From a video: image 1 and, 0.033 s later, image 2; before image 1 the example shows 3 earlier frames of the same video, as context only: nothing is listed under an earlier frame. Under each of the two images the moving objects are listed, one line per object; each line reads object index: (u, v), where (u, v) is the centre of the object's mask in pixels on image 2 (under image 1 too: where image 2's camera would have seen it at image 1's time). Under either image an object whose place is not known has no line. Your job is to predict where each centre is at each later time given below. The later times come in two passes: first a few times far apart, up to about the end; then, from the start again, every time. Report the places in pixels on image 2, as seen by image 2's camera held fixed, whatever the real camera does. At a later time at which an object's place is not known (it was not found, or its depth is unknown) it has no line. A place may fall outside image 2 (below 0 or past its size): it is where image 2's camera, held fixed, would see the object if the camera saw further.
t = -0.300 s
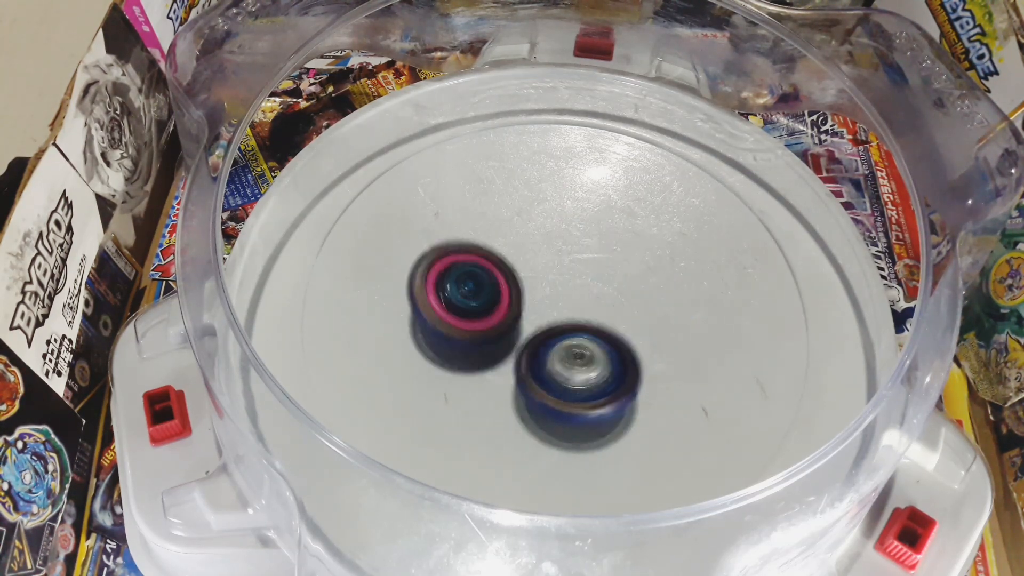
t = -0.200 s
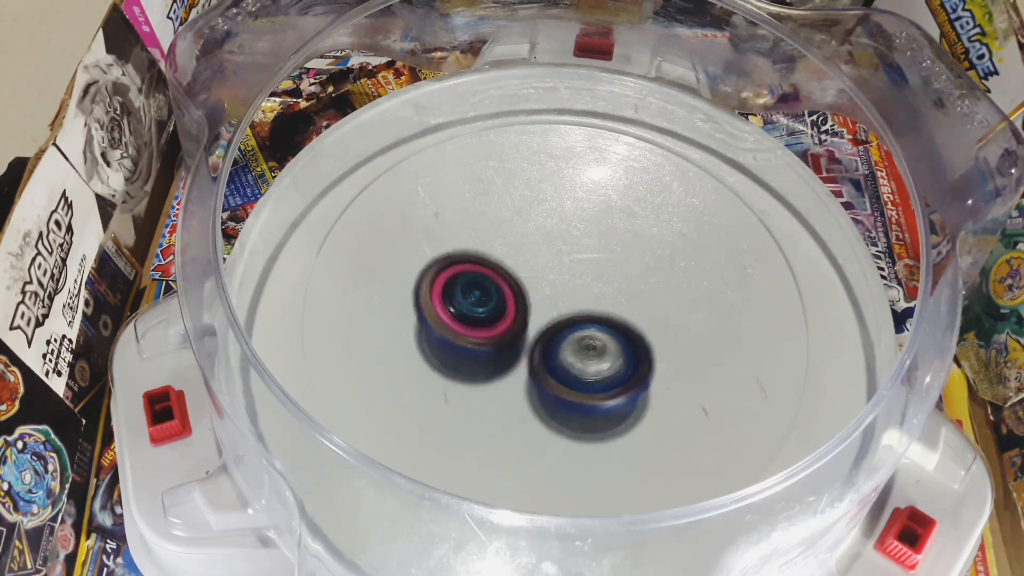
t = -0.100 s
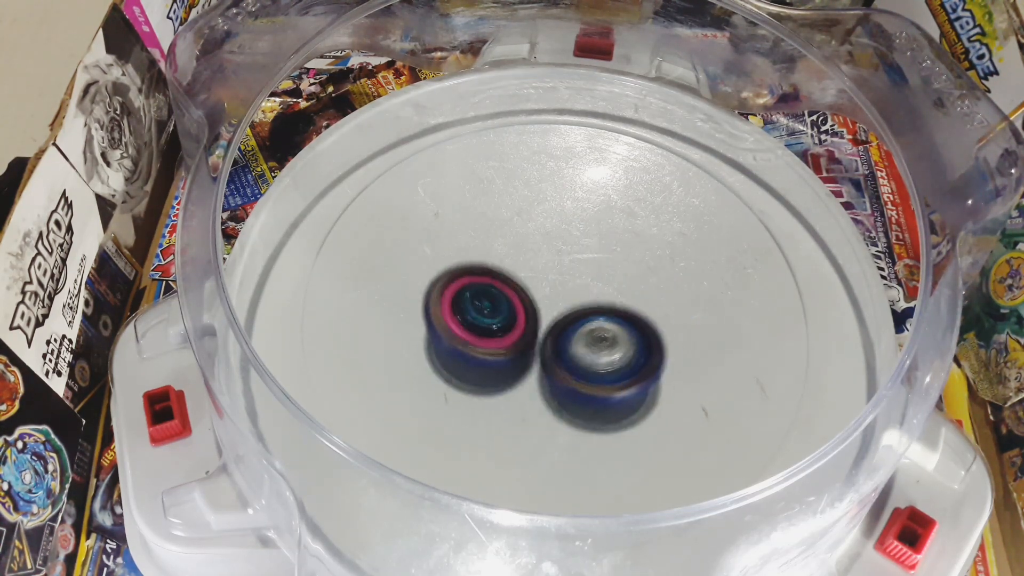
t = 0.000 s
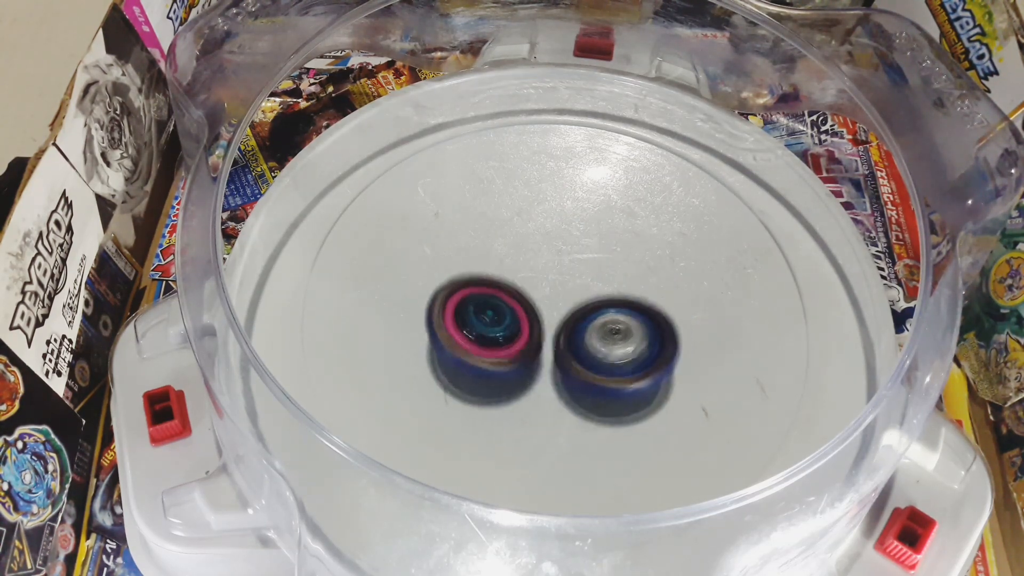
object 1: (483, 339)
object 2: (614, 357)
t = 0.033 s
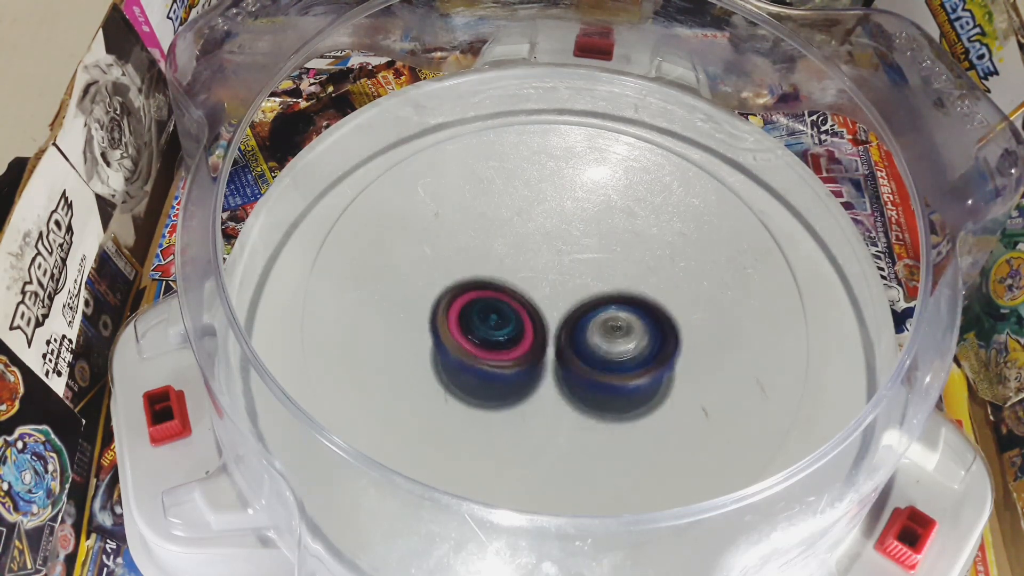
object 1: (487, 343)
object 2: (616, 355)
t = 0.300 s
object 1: (516, 364)
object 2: (631, 319)
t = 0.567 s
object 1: (547, 378)
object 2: (624, 283)
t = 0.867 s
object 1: (577, 382)
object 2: (587, 249)
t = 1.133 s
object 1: (583, 363)
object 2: (546, 245)
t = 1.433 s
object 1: (590, 336)
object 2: (498, 261)
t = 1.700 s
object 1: (599, 324)
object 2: (458, 301)
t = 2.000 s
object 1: (574, 318)
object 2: (461, 365)
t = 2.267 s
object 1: (556, 308)
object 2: (486, 409)
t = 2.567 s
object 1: (530, 307)
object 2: (538, 426)
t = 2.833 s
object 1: (508, 304)
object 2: (595, 397)
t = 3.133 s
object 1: (511, 318)
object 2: (648, 324)
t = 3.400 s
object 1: (531, 330)
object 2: (646, 282)
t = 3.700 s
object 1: (551, 350)
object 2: (612, 251)
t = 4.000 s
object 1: (576, 360)
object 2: (531, 247)
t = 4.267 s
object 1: (583, 344)
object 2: (458, 290)
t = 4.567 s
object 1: (557, 322)
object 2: (433, 348)
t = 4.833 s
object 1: (543, 304)
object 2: (463, 390)
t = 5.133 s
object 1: (524, 289)
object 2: (559, 409)
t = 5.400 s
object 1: (522, 302)
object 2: (652, 370)
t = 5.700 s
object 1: (538, 335)
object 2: (672, 319)
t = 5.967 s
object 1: (551, 365)
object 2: (612, 260)
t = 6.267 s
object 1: (563, 364)
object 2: (513, 241)
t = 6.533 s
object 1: (572, 343)
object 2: (445, 285)
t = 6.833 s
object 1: (582, 311)
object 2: (455, 372)
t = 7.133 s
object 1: (557, 299)
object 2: (563, 424)
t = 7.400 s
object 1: (528, 317)
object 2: (642, 373)
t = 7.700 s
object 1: (514, 351)
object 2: (630, 286)
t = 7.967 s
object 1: (537, 358)
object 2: (554, 249)
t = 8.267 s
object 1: (583, 358)
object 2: (471, 285)
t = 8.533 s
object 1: (598, 332)
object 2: (479, 359)
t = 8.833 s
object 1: (600, 281)
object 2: (557, 414)
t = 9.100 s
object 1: (563, 275)
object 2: (620, 375)
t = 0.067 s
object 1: (490, 347)
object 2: (619, 351)
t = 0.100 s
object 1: (491, 350)
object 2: (625, 346)
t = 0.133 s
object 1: (493, 353)
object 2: (628, 343)
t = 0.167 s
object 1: (497, 356)
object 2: (629, 339)
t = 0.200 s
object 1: (501, 359)
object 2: (629, 334)
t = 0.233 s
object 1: (506, 360)
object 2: (629, 329)
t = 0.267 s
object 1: (511, 362)
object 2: (630, 324)
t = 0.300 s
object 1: (516, 364)
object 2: (631, 319)
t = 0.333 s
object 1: (518, 367)
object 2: (633, 313)
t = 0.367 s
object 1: (522, 369)
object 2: (634, 310)
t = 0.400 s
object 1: (526, 371)
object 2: (633, 307)
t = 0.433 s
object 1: (530, 372)
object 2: (631, 303)
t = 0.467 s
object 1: (535, 373)
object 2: (629, 298)
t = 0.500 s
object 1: (539, 374)
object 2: (626, 293)
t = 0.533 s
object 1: (542, 377)
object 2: (625, 287)
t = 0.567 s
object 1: (547, 378)
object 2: (624, 283)
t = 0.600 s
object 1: (552, 379)
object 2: (622, 280)
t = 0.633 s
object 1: (556, 378)
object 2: (619, 277)
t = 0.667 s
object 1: (559, 377)
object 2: (614, 273)
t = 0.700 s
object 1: (562, 375)
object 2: (609, 270)
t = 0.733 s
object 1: (565, 374)
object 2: (604, 267)
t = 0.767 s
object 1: (568, 372)
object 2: (600, 264)
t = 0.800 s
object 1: (571, 377)
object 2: (594, 261)
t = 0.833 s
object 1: (573, 382)
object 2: (590, 252)
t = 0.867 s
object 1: (577, 382)
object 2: (587, 249)
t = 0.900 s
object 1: (580, 381)
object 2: (585, 247)
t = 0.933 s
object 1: (582, 379)
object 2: (580, 247)
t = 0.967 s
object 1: (582, 377)
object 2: (574, 246)
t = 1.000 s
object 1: (582, 375)
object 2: (568, 245)
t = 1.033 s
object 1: (582, 372)
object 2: (563, 245)
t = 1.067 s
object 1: (582, 369)
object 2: (557, 244)
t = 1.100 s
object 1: (583, 366)
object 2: (552, 244)
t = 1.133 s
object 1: (583, 363)
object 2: (546, 245)
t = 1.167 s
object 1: (584, 359)
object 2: (540, 245)
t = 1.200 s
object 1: (583, 356)
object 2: (535, 247)
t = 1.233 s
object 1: (583, 352)
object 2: (529, 248)
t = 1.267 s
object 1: (583, 348)
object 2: (523, 249)
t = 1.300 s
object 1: (585, 345)
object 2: (517, 251)
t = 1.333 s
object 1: (585, 343)
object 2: (512, 253)
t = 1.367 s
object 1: (588, 341)
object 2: (507, 254)
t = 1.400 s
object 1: (589, 339)
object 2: (503, 257)
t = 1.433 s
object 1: (590, 336)
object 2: (498, 261)
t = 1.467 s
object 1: (592, 334)
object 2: (493, 266)
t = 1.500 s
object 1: (593, 332)
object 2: (488, 271)
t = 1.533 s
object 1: (597, 330)
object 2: (478, 274)
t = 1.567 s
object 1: (599, 328)
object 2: (471, 278)
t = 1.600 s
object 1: (600, 327)
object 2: (466, 282)
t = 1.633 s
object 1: (600, 325)
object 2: (463, 288)
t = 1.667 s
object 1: (600, 325)
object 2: (460, 294)
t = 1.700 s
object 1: (599, 324)
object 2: (458, 301)
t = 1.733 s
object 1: (597, 323)
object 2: (457, 307)
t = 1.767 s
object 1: (596, 322)
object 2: (455, 313)
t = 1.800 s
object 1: (593, 322)
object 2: (455, 320)
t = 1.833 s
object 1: (590, 321)
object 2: (454, 327)
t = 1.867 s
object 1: (588, 320)
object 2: (455, 335)
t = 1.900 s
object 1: (584, 319)
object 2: (455, 343)
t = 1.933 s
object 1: (581, 319)
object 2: (457, 350)
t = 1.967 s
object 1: (577, 318)
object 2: (460, 357)
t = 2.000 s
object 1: (574, 318)
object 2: (461, 365)
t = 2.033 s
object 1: (574, 314)
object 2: (458, 374)
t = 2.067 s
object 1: (574, 312)
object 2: (458, 379)
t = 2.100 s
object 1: (571, 310)
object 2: (461, 384)
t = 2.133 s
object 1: (568, 308)
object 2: (465, 389)
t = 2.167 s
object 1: (565, 307)
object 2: (470, 394)
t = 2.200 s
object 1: (561, 307)
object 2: (476, 400)
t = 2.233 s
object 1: (558, 307)
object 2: (481, 405)
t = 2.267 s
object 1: (556, 308)
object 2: (486, 409)
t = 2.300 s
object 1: (554, 308)
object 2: (492, 412)
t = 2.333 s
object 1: (553, 308)
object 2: (498, 415)
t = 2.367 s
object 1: (551, 308)
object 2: (503, 418)
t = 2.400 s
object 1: (549, 308)
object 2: (508, 419)
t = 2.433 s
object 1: (547, 308)
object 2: (514, 420)
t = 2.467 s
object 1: (544, 309)
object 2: (519, 422)
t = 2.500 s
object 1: (539, 309)
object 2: (527, 425)
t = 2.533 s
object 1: (534, 307)
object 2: (533, 427)
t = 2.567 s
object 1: (530, 307)
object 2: (538, 426)
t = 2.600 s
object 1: (528, 307)
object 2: (544, 423)
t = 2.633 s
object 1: (526, 308)
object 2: (553, 423)
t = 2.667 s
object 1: (521, 306)
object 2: (561, 424)
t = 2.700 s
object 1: (516, 303)
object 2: (568, 422)
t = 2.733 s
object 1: (514, 303)
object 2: (574, 417)
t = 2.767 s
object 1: (511, 303)
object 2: (581, 411)
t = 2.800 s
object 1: (509, 303)
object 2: (588, 404)
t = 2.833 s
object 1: (508, 304)
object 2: (595, 397)
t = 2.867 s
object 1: (507, 305)
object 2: (603, 389)
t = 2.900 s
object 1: (508, 306)
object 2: (610, 380)
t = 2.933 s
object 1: (507, 307)
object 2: (618, 372)
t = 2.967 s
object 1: (508, 308)
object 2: (625, 363)
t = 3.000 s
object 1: (508, 310)
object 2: (631, 354)
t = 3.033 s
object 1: (508, 312)
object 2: (637, 346)
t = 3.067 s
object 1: (509, 314)
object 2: (641, 339)
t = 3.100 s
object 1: (509, 316)
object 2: (645, 331)
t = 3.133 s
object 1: (511, 318)
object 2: (648, 324)
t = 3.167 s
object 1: (513, 320)
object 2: (650, 317)
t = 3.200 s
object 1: (514, 322)
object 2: (651, 312)
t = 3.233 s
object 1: (517, 323)
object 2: (652, 306)
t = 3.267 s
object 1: (520, 325)
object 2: (652, 300)
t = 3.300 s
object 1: (523, 326)
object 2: (651, 295)
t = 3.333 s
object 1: (525, 327)
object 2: (650, 291)
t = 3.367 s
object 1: (527, 328)
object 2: (648, 287)
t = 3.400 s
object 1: (531, 330)
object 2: (646, 282)
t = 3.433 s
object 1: (535, 331)
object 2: (643, 277)
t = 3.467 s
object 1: (539, 332)
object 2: (641, 271)
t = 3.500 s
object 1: (538, 339)
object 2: (642, 264)
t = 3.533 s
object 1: (539, 343)
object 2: (641, 260)
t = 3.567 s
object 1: (542, 345)
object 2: (638, 258)
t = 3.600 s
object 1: (544, 347)
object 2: (633, 257)
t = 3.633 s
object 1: (547, 348)
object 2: (627, 256)
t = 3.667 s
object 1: (549, 349)
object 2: (620, 253)
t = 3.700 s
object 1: (551, 350)
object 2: (612, 251)
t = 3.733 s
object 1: (552, 351)
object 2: (604, 249)
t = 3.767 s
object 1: (556, 352)
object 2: (595, 246)
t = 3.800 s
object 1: (559, 356)
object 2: (586, 243)
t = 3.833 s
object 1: (563, 358)
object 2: (578, 240)
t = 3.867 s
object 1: (567, 359)
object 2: (571, 239)
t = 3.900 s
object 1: (570, 359)
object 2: (562, 241)
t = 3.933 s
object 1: (572, 360)
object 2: (553, 242)
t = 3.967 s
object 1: (574, 359)
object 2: (542, 244)
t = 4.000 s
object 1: (576, 360)
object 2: (531, 247)
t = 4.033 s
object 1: (577, 359)
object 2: (521, 251)
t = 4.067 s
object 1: (579, 358)
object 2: (511, 255)
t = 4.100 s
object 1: (580, 356)
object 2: (501, 260)
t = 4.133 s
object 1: (582, 353)
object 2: (491, 265)
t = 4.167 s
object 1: (582, 351)
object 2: (482, 271)
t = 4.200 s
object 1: (583, 349)
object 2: (474, 278)
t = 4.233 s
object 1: (582, 346)
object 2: (466, 284)
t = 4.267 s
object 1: (583, 344)
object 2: (458, 290)
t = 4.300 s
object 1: (581, 341)
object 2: (452, 296)
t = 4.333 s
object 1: (581, 339)
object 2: (446, 302)
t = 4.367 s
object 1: (578, 337)
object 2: (441, 309)
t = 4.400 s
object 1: (576, 334)
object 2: (438, 315)
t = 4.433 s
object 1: (572, 332)
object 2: (435, 321)
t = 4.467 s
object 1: (568, 329)
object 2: (434, 328)
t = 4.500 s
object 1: (564, 327)
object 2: (433, 334)
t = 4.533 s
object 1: (560, 325)
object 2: (434, 341)
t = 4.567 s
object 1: (557, 322)
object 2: (433, 348)
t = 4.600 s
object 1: (556, 317)
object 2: (431, 356)
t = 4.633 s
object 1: (555, 315)
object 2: (431, 361)
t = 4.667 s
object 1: (554, 312)
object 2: (434, 365)
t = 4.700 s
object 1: (551, 311)
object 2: (439, 370)
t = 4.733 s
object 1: (549, 309)
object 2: (444, 374)
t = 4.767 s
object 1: (547, 308)
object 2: (451, 378)
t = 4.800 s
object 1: (545, 306)
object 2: (458, 382)
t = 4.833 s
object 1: (543, 304)
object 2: (463, 390)
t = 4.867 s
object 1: (540, 299)
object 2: (467, 398)
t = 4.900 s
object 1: (537, 296)
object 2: (474, 403)
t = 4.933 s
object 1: (536, 293)
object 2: (483, 406)
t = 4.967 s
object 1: (533, 292)
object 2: (493, 409)
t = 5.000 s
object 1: (531, 290)
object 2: (505, 410)
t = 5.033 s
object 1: (529, 289)
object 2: (518, 411)
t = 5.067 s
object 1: (527, 289)
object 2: (532, 412)
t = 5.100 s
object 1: (526, 289)
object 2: (546, 411)
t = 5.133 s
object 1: (524, 289)
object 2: (559, 409)
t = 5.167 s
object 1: (523, 290)
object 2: (573, 405)
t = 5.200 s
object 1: (522, 290)
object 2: (586, 402)
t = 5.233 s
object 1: (521, 292)
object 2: (599, 397)
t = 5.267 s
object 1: (520, 293)
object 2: (611, 392)
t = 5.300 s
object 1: (521, 295)
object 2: (622, 386)
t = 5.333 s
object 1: (520, 297)
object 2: (635, 381)
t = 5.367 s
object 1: (521, 299)
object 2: (644, 376)
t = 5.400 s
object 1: (522, 302)
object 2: (652, 370)
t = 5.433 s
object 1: (524, 305)
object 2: (658, 365)
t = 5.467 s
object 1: (525, 308)
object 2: (663, 359)
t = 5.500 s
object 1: (529, 310)
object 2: (665, 354)
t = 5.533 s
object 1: (531, 314)
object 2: (667, 348)
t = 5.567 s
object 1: (536, 318)
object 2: (667, 342)
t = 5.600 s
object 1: (539, 323)
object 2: (666, 337)
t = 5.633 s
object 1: (540, 327)
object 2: (669, 330)
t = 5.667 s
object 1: (536, 332)
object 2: (673, 325)
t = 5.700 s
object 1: (538, 335)
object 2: (672, 319)
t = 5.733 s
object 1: (538, 340)
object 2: (667, 312)
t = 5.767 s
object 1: (537, 345)
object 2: (662, 304)
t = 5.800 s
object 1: (540, 348)
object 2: (656, 296)
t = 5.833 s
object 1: (540, 353)
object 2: (649, 288)
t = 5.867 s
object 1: (543, 357)
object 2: (640, 281)
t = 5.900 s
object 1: (546, 360)
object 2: (631, 273)
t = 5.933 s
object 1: (547, 364)
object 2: (621, 267)
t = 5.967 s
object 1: (551, 365)
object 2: (612, 260)
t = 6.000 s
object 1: (553, 367)
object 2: (600, 255)
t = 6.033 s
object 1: (555, 369)
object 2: (589, 251)
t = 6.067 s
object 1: (558, 368)
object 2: (577, 248)
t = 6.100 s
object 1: (558, 368)
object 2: (566, 245)
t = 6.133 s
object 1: (561, 368)
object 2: (554, 243)
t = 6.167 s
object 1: (561, 367)
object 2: (544, 240)
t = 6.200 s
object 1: (562, 367)
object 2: (532, 240)
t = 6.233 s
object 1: (564, 365)
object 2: (524, 240)
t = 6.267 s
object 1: (563, 364)
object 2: (513, 241)
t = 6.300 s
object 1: (564, 362)
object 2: (505, 244)
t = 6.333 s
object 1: (563, 360)
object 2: (496, 248)
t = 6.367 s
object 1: (563, 358)
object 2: (488, 253)
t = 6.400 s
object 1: (563, 355)
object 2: (480, 258)
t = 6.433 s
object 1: (562, 352)
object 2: (473, 266)
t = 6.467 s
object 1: (561, 347)
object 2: (467, 273)
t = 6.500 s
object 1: (564, 344)
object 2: (457, 281)
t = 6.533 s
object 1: (572, 343)
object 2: (445, 285)
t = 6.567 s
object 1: (574, 339)
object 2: (439, 292)
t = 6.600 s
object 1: (577, 336)
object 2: (437, 298)
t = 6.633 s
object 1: (580, 333)
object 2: (435, 308)
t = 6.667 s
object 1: (580, 329)
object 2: (435, 319)
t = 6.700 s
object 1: (582, 325)
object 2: (434, 330)
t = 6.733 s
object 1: (585, 322)
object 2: (436, 340)
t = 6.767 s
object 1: (582, 319)
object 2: (439, 350)
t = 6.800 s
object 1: (582, 315)
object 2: (446, 361)
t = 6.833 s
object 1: (582, 311)
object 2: (455, 372)
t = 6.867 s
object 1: (579, 309)
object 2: (464, 382)
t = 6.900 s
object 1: (577, 306)
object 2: (474, 391)
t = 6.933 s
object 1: (577, 302)
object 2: (484, 401)
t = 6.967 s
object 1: (573, 300)
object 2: (495, 409)
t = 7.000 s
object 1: (569, 300)
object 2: (509, 416)
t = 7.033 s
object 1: (567, 298)
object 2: (522, 419)
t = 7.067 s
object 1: (563, 298)
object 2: (536, 421)
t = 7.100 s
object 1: (560, 299)
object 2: (550, 423)
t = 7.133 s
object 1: (557, 299)
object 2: (563, 424)
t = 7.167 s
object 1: (553, 299)
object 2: (578, 423)
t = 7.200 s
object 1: (550, 301)
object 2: (589, 419)
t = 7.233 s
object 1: (547, 303)
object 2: (602, 415)
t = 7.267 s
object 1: (541, 303)
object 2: (613, 406)
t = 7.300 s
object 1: (538, 307)
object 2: (622, 399)
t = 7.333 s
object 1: (535, 311)
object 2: (631, 391)
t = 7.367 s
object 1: (529, 313)
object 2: (637, 382)
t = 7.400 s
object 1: (528, 317)
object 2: (642, 373)
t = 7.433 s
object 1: (525, 322)
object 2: (647, 363)
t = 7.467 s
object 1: (520, 325)
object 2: (649, 352)
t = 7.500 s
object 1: (520, 329)
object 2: (651, 342)
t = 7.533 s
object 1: (518, 333)
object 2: (651, 332)
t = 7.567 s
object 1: (514, 337)
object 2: (648, 322)
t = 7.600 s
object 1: (514, 341)
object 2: (646, 312)
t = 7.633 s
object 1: (516, 344)
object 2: (641, 303)
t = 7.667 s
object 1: (514, 348)
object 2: (636, 294)
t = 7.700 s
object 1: (514, 351)
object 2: (630, 286)
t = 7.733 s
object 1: (518, 353)
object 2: (623, 278)
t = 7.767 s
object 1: (520, 355)
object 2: (615, 272)
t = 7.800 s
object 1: (521, 357)
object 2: (606, 266)
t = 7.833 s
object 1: (524, 357)
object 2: (597, 262)
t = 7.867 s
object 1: (527, 356)
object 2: (586, 258)
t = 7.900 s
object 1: (529, 358)
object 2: (576, 253)
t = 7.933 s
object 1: (533, 359)
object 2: (565, 251)
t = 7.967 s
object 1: (537, 358)
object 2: (554, 249)
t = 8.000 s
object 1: (541, 359)
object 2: (543, 248)
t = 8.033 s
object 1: (546, 360)
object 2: (530, 248)
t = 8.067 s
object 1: (551, 361)
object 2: (518, 251)
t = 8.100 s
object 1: (555, 361)
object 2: (508, 256)
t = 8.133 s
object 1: (561, 363)
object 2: (499, 260)
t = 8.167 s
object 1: (567, 362)
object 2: (489, 265)
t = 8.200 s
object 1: (570, 359)
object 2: (481, 271)
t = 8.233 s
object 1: (575, 359)
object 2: (476, 278)
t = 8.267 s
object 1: (583, 358)
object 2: (471, 285)
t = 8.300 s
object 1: (586, 355)
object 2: (465, 295)
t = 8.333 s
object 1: (586, 352)
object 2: (464, 304)
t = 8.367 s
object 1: (591, 350)
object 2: (463, 313)
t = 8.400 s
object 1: (597, 347)
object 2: (462, 323)
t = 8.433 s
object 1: (597, 343)
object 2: (466, 333)
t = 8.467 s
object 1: (595, 339)
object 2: (468, 341)
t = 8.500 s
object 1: (597, 336)
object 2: (471, 349)
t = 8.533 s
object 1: (598, 332)
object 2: (479, 359)
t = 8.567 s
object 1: (596, 328)
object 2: (486, 368)
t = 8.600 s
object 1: (596, 320)
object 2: (490, 377)
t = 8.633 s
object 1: (599, 313)
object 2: (498, 387)
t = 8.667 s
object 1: (601, 306)
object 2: (506, 396)
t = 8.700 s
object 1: (601, 299)
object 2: (516, 402)
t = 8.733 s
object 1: (600, 294)
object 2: (526, 407)
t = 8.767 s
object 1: (600, 289)
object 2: (535, 412)
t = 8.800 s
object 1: (601, 284)
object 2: (545, 414)
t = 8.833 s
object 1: (600, 281)
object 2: (557, 414)
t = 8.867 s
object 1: (595, 280)
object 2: (568, 413)
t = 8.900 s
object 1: (591, 277)
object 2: (574, 411)
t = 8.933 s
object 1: (590, 275)
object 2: (584, 406)
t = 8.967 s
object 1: (586, 274)
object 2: (595, 401)
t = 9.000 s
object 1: (581, 274)
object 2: (603, 395)
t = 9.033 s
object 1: (577, 275)
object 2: (607, 389)
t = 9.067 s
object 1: (573, 275)
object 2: (612, 381)
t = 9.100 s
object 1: (563, 275)
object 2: (620, 375)
